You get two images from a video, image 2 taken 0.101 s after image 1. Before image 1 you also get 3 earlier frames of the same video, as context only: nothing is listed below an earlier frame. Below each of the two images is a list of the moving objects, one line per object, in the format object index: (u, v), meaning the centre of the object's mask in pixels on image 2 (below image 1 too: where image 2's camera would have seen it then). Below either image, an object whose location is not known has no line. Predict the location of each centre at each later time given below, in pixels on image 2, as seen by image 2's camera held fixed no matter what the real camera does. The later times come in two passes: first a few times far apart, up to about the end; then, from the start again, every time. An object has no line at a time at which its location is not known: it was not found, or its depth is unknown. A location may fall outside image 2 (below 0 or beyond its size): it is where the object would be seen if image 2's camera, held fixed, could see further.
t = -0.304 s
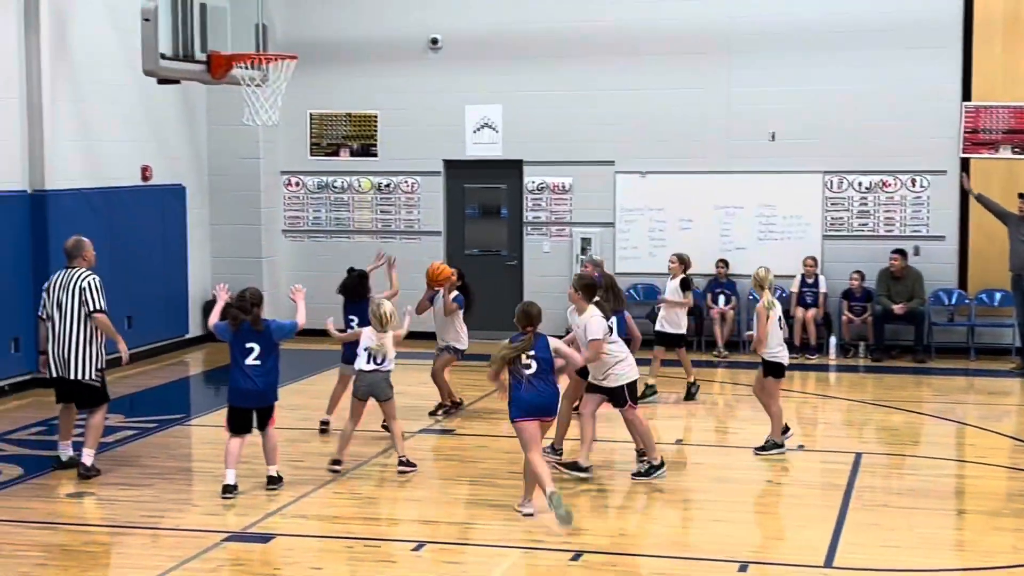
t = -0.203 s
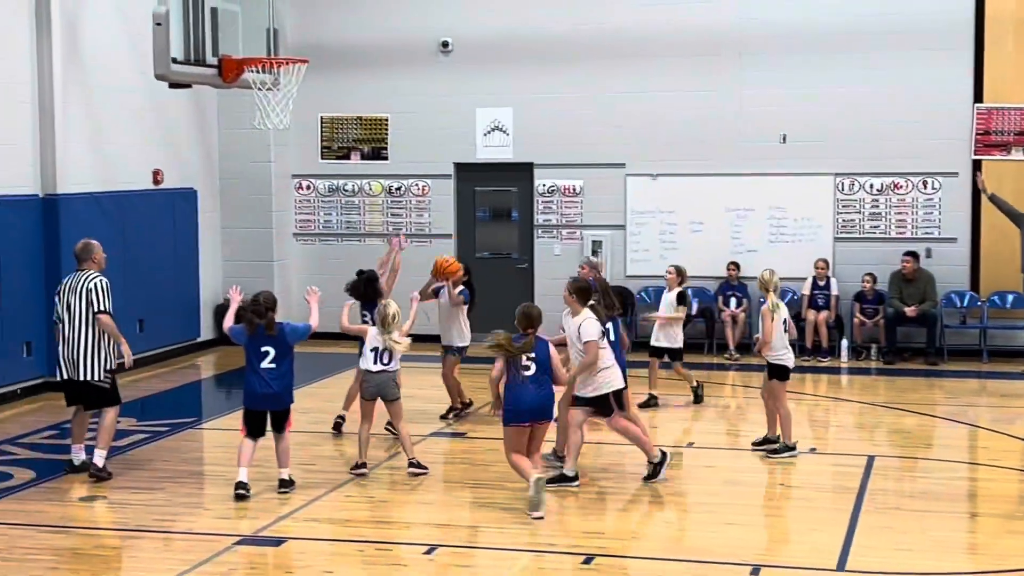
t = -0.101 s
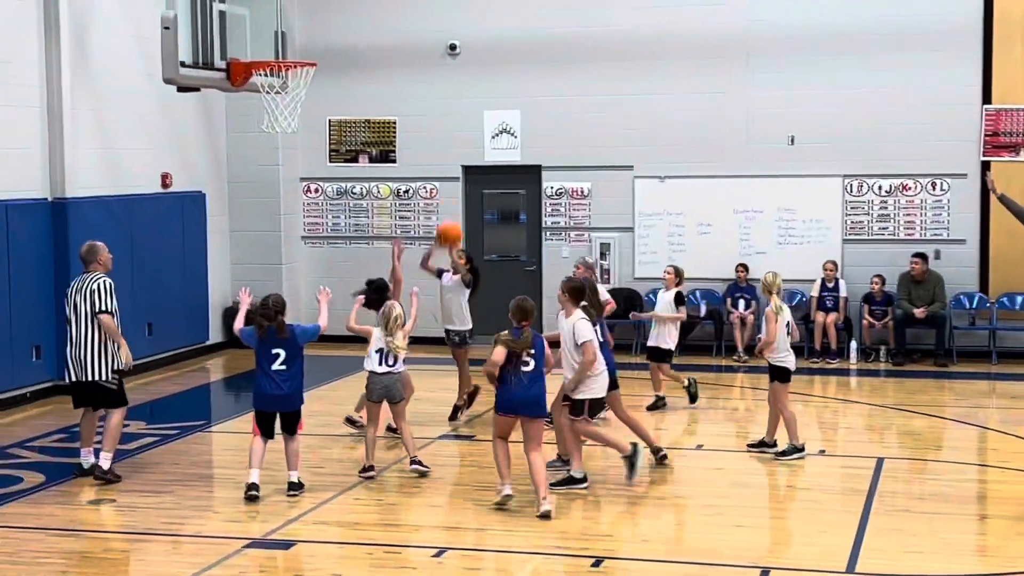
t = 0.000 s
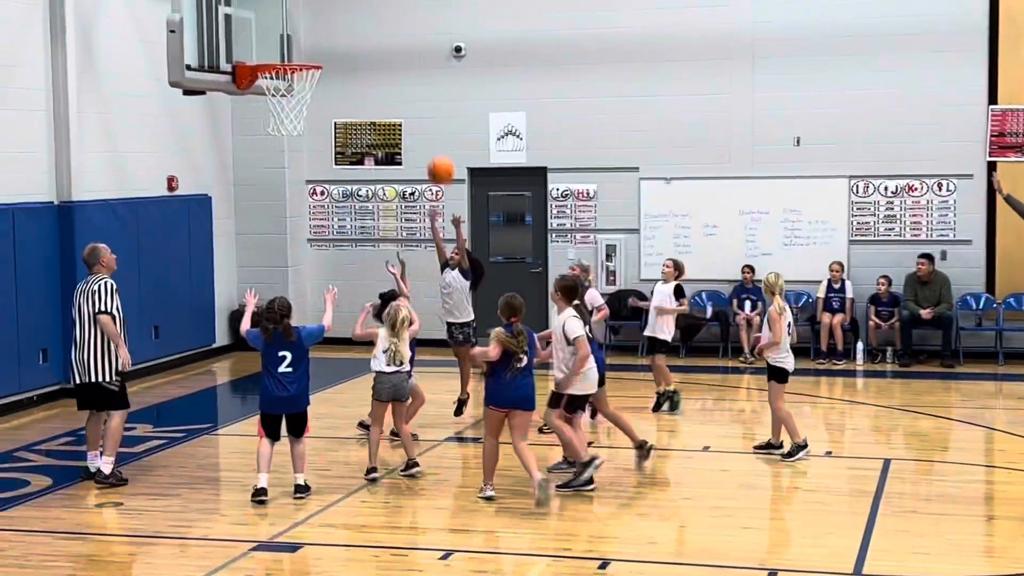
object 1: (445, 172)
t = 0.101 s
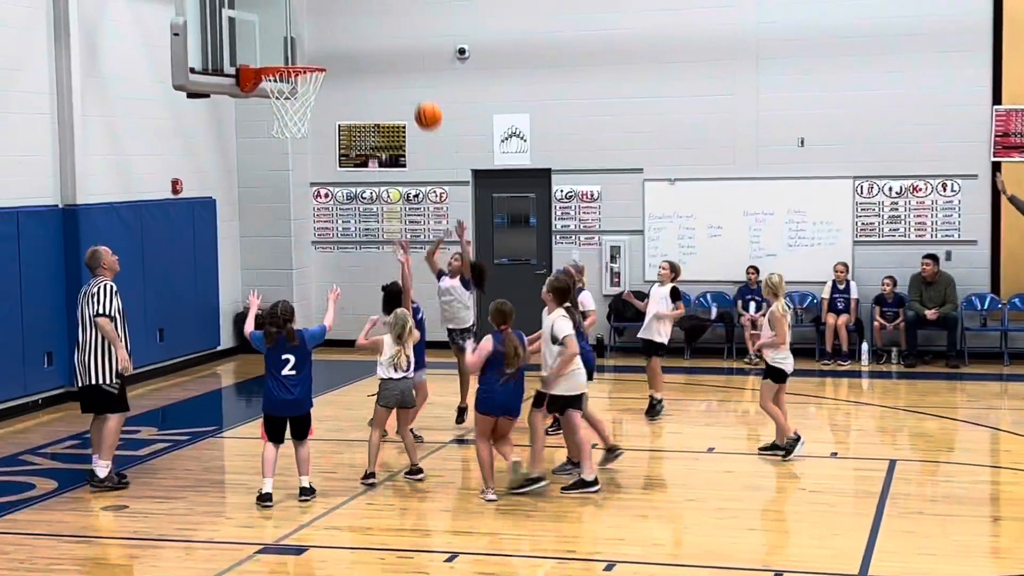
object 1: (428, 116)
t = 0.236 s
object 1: (405, 55)
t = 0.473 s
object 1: (365, 1)
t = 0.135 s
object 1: (423, 98)
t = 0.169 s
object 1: (417, 82)
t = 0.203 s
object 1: (411, 68)
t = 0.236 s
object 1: (405, 55)
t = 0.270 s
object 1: (400, 43)
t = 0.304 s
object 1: (394, 32)
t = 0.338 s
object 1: (388, 22)
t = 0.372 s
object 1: (382, 13)
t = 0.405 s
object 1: (377, 7)
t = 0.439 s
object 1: (370, 3)
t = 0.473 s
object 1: (365, 1)
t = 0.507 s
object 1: (359, -1)
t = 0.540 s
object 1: (353, -2)
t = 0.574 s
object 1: (347, -2)
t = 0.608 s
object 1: (341, -3)
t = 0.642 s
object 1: (335, -2)
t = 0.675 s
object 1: (328, 0)
